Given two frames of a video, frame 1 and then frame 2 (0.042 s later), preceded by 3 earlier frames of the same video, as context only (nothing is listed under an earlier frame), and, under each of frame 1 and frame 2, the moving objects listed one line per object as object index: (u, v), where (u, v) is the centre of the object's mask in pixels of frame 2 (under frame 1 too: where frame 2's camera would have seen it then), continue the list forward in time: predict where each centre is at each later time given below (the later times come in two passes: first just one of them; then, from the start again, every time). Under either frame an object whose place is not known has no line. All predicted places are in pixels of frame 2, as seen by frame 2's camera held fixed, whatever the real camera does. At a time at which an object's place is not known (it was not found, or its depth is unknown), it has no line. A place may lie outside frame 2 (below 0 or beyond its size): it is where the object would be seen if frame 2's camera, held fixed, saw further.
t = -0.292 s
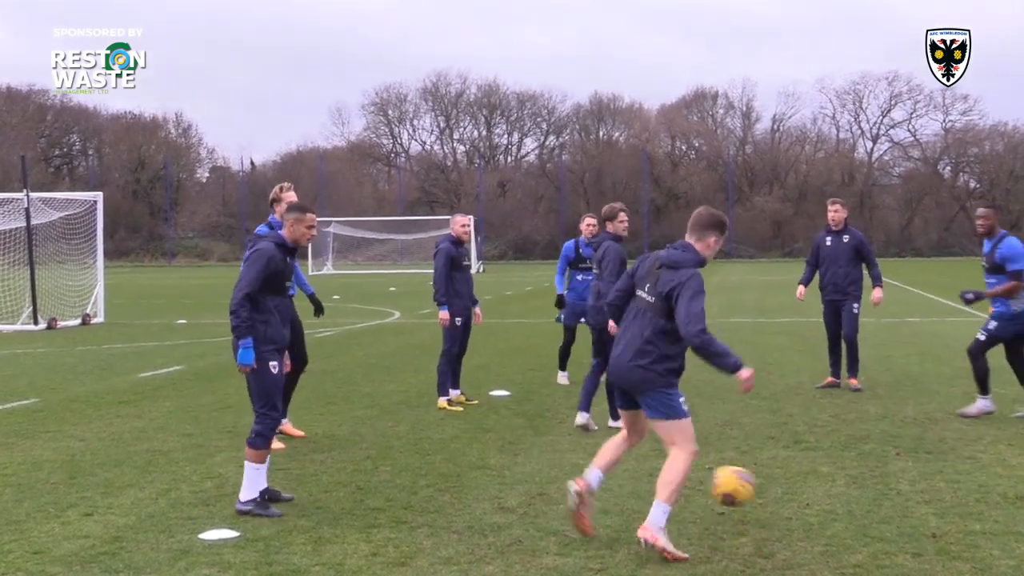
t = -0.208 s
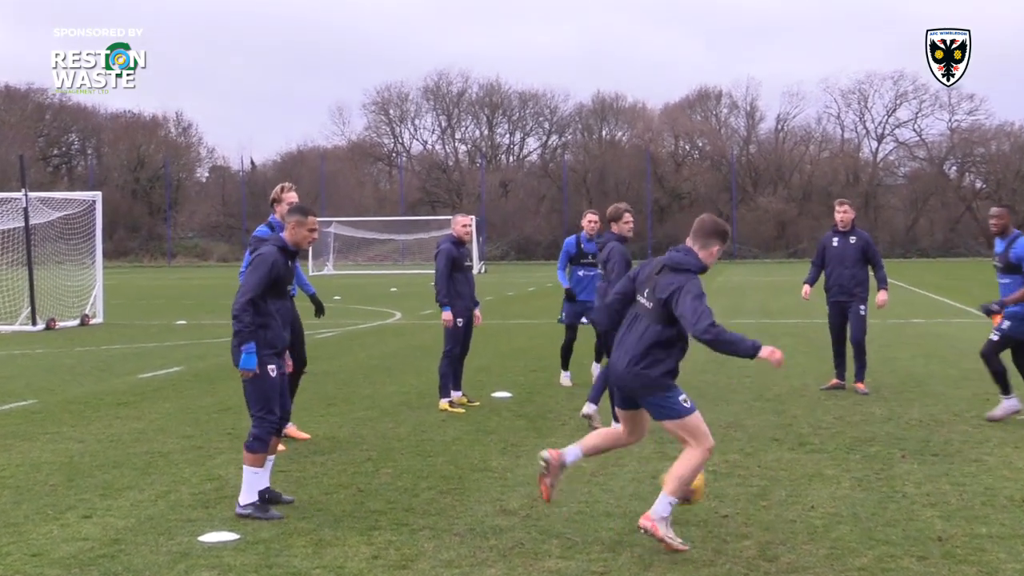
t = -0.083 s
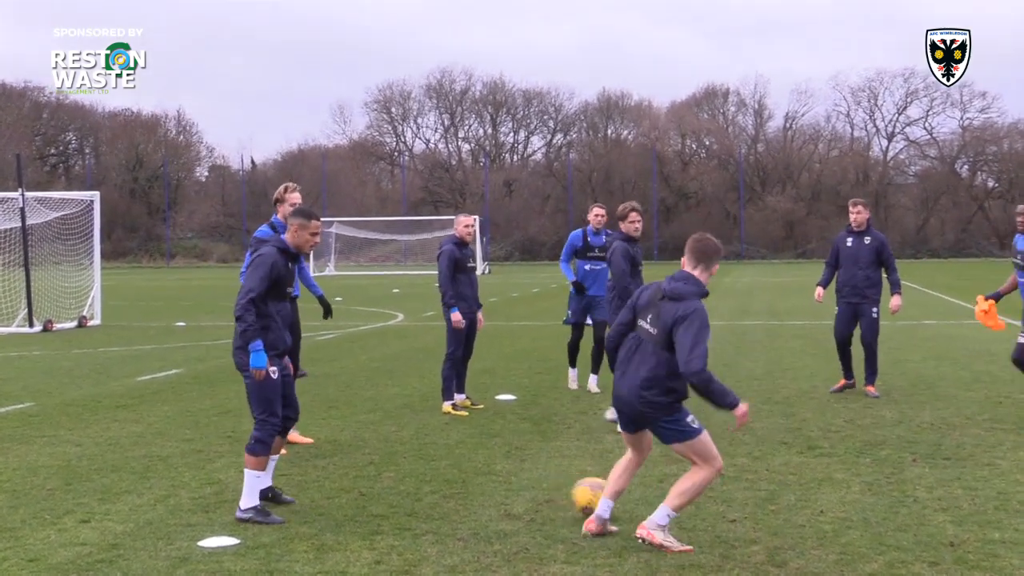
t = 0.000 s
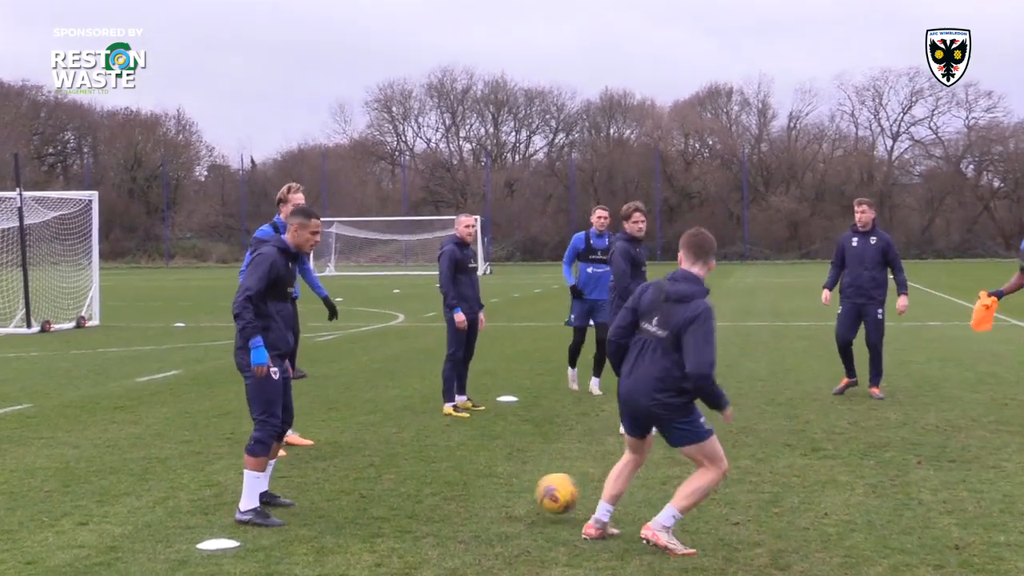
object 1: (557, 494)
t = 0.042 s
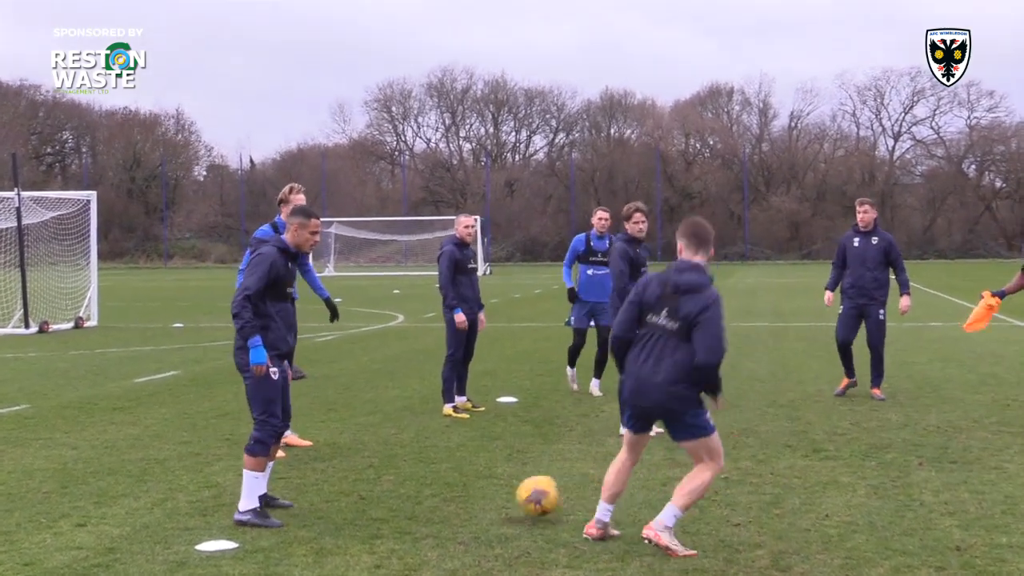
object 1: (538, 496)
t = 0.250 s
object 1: (443, 498)
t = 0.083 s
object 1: (520, 499)
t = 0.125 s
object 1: (501, 501)
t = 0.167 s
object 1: (481, 498)
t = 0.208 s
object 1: (462, 497)
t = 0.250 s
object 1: (443, 498)
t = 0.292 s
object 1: (425, 496)
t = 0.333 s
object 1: (407, 495)
